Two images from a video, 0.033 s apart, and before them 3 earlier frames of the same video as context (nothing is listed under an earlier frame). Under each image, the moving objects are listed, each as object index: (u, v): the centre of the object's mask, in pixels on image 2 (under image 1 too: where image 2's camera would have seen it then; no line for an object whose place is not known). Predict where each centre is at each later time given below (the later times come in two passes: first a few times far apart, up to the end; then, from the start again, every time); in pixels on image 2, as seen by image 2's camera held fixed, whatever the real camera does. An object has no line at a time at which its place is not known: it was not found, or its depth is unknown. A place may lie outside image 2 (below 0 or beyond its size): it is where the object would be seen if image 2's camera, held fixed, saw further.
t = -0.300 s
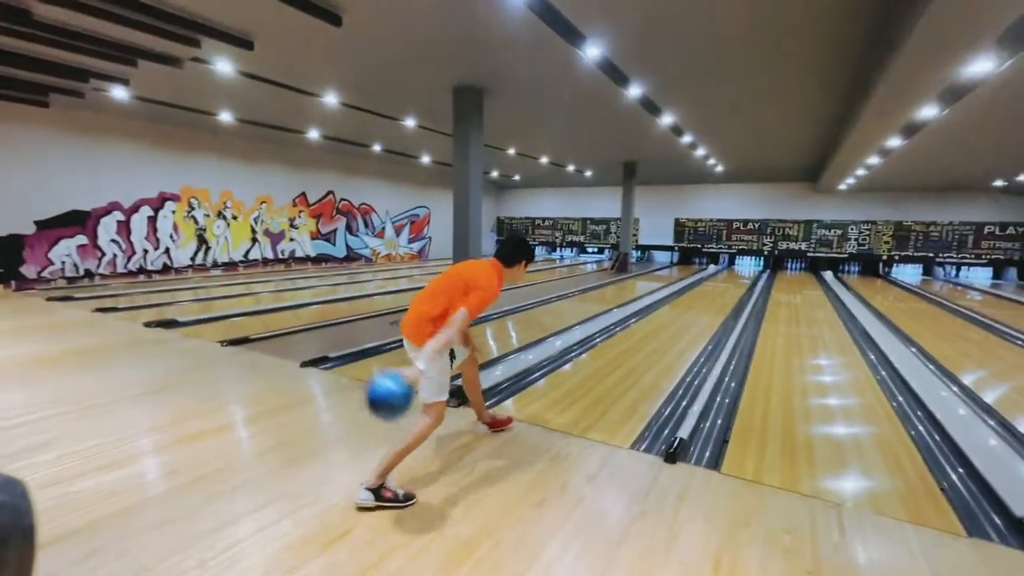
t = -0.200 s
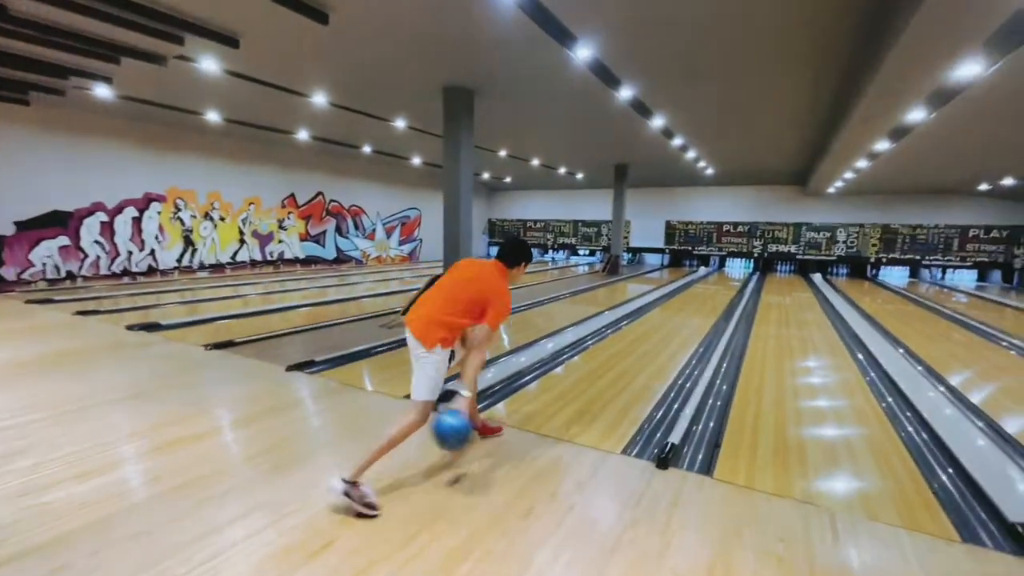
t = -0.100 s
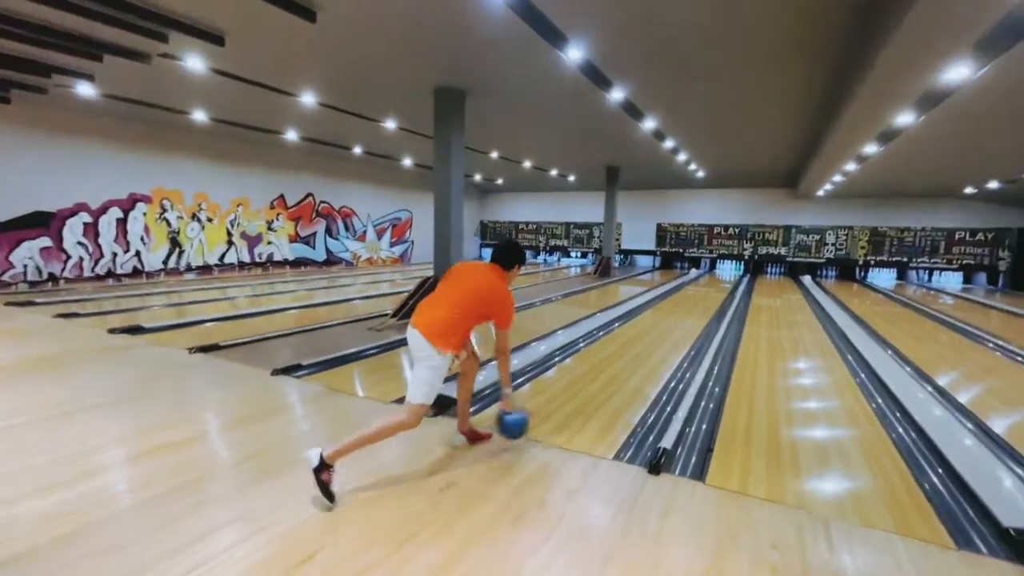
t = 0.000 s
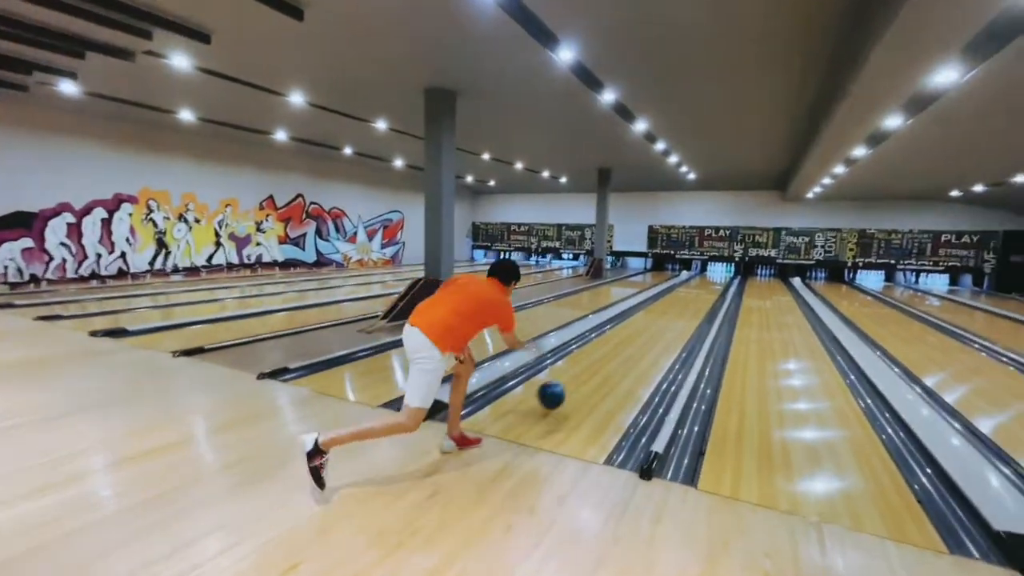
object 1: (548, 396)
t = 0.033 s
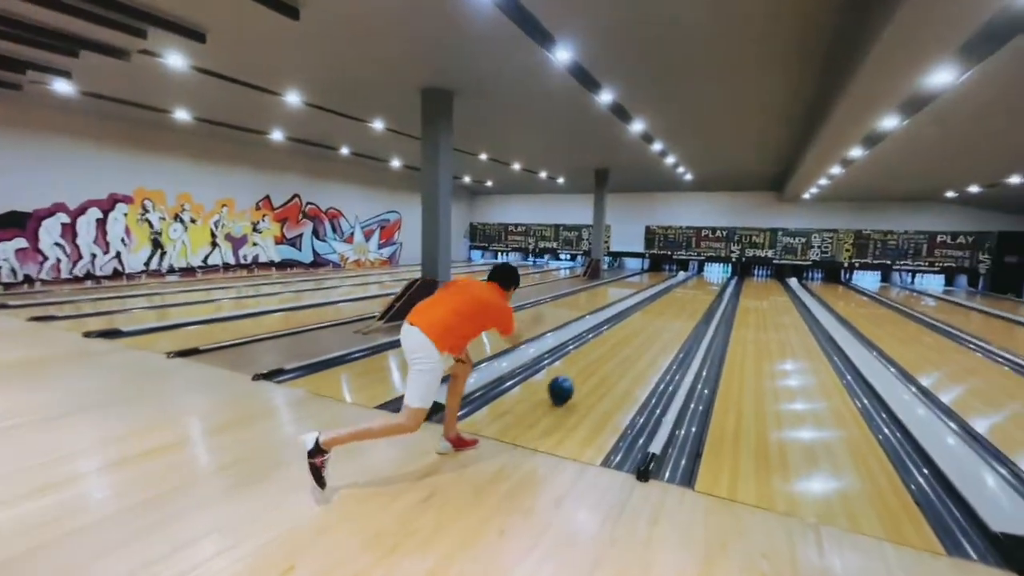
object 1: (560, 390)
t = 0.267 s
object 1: (619, 348)
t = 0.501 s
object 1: (651, 324)
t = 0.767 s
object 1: (673, 308)
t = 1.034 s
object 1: (687, 297)
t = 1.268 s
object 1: (695, 289)
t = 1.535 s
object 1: (703, 285)
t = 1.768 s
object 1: (708, 280)
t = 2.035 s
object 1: (713, 277)
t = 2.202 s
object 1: (716, 274)
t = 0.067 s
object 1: (571, 383)
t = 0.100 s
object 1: (581, 376)
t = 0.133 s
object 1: (590, 369)
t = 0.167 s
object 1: (598, 363)
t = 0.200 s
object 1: (606, 358)
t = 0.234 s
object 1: (612, 353)
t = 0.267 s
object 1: (619, 348)
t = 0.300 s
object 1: (625, 344)
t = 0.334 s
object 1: (629, 340)
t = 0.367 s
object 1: (634, 336)
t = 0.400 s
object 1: (639, 333)
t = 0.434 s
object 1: (643, 330)
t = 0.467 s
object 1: (647, 327)
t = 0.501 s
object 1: (651, 324)
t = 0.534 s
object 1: (654, 321)
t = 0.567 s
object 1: (657, 319)
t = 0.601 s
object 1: (660, 317)
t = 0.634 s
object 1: (663, 315)
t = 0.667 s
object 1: (666, 313)
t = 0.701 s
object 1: (668, 311)
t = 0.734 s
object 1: (671, 309)
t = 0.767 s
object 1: (673, 308)
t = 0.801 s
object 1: (675, 306)
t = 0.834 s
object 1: (677, 304)
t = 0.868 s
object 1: (679, 303)
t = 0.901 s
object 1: (681, 302)
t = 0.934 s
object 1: (682, 300)
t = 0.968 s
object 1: (684, 299)
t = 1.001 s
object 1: (685, 297)
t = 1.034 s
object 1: (687, 297)
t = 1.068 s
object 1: (688, 296)
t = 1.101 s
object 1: (690, 295)
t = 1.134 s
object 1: (691, 294)
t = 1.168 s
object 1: (692, 293)
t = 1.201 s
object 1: (694, 291)
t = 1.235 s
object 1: (695, 290)
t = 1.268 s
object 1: (695, 289)
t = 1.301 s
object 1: (696, 289)
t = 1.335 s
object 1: (698, 288)
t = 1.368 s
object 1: (699, 288)
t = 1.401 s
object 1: (700, 286)
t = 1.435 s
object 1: (700, 286)
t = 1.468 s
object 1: (701, 285)
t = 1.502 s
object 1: (702, 285)
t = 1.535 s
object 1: (703, 285)
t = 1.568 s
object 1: (704, 283)
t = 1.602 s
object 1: (704, 283)
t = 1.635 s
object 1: (704, 282)
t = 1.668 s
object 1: (706, 281)
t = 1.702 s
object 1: (706, 281)
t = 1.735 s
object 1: (707, 280)
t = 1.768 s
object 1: (708, 280)
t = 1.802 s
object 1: (709, 280)
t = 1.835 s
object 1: (709, 280)
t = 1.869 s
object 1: (709, 279)
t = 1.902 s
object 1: (711, 278)
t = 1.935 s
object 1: (711, 278)
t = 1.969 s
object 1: (711, 277)
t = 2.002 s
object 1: (712, 278)
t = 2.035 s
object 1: (713, 277)
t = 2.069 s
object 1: (713, 276)
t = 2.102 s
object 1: (714, 276)
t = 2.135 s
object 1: (715, 275)
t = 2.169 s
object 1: (714, 276)
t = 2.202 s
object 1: (716, 274)
